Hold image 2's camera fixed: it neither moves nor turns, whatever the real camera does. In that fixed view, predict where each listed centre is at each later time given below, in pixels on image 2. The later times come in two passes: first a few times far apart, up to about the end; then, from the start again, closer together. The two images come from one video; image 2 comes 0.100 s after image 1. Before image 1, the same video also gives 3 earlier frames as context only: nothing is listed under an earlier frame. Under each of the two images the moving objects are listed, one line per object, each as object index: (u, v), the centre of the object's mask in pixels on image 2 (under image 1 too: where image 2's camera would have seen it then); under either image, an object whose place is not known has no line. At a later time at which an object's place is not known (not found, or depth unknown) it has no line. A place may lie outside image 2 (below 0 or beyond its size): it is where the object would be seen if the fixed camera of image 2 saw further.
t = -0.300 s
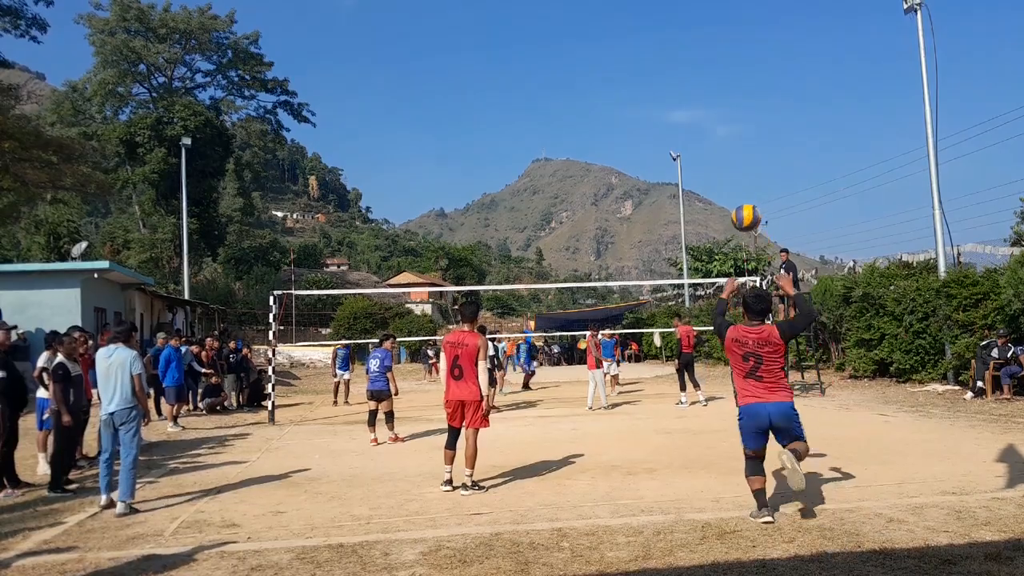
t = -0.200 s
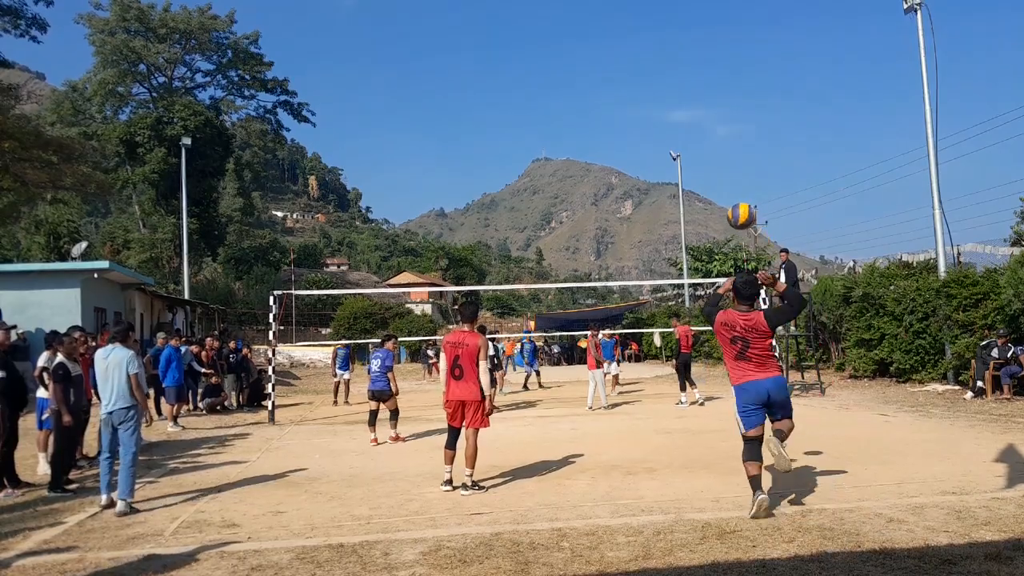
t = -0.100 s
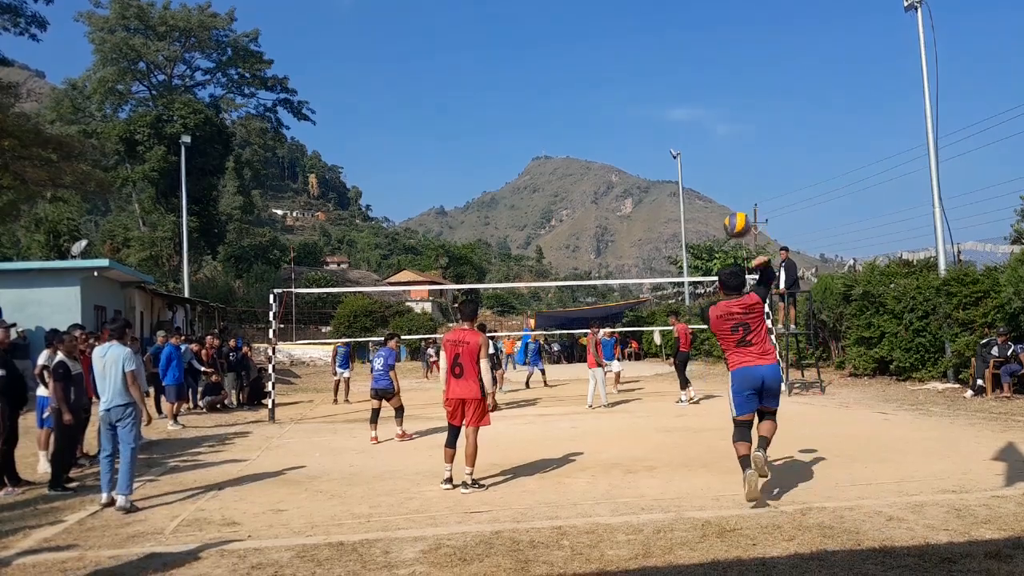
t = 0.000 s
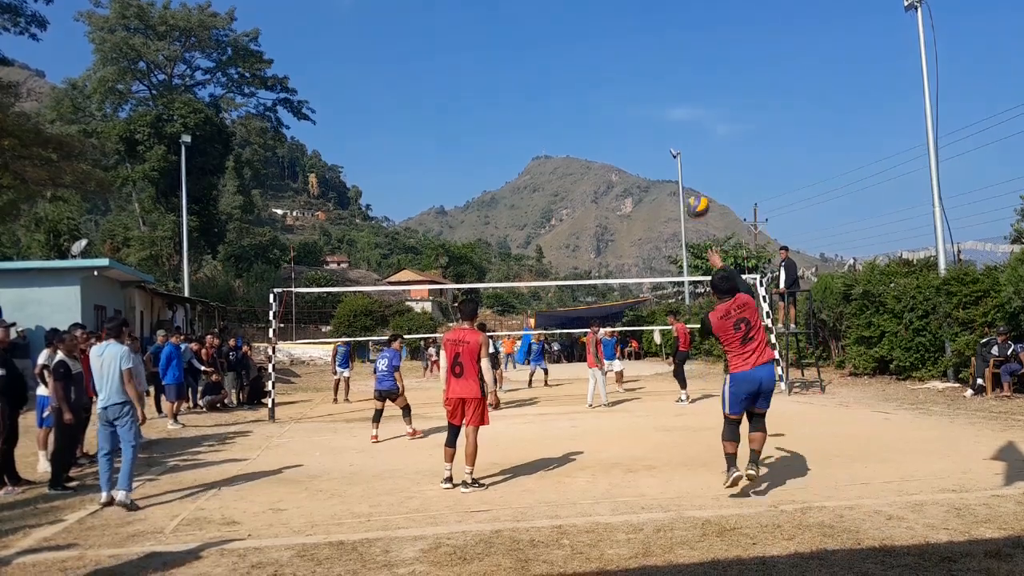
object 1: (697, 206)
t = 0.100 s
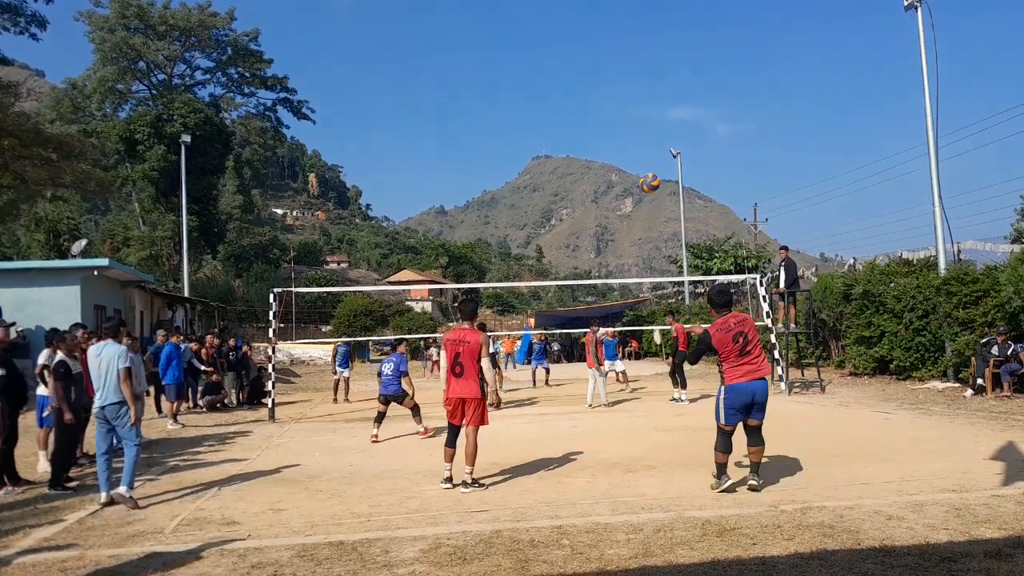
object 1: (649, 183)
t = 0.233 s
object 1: (605, 176)
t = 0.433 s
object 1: (565, 189)
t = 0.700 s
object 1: (538, 227)
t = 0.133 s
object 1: (636, 179)
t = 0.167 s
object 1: (624, 177)
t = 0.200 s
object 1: (614, 176)
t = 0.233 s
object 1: (605, 176)
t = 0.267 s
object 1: (597, 177)
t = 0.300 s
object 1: (589, 179)
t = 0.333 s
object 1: (582, 181)
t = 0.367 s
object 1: (576, 183)
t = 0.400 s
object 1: (570, 186)
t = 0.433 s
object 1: (565, 189)
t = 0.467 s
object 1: (560, 193)
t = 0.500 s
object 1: (556, 197)
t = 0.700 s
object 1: (538, 227)
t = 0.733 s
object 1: (535, 233)
